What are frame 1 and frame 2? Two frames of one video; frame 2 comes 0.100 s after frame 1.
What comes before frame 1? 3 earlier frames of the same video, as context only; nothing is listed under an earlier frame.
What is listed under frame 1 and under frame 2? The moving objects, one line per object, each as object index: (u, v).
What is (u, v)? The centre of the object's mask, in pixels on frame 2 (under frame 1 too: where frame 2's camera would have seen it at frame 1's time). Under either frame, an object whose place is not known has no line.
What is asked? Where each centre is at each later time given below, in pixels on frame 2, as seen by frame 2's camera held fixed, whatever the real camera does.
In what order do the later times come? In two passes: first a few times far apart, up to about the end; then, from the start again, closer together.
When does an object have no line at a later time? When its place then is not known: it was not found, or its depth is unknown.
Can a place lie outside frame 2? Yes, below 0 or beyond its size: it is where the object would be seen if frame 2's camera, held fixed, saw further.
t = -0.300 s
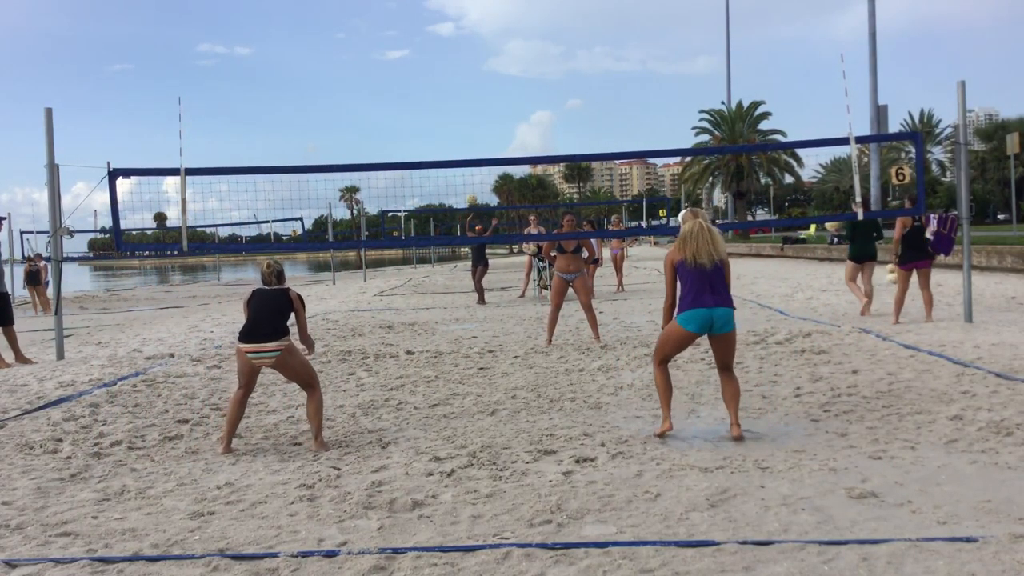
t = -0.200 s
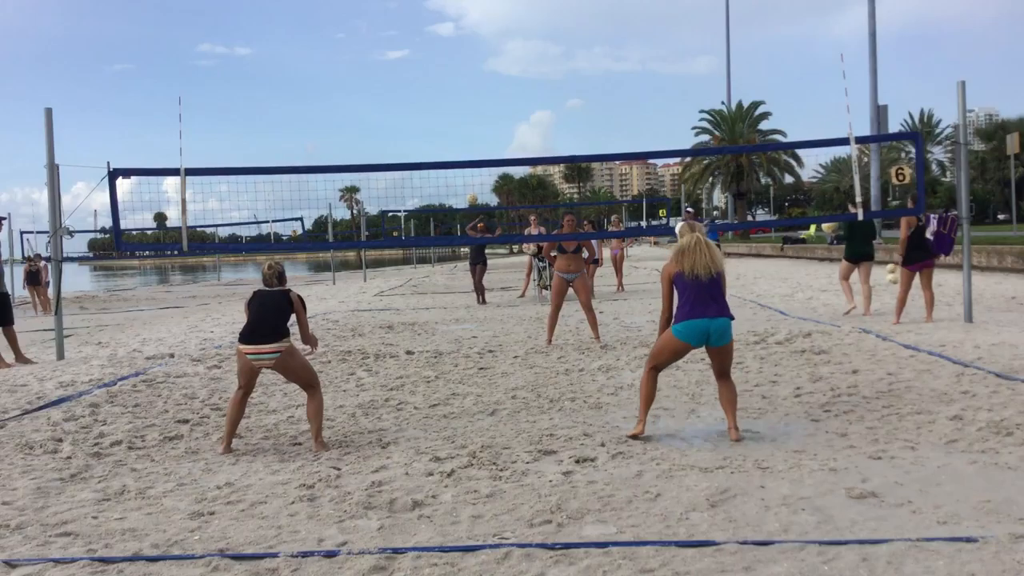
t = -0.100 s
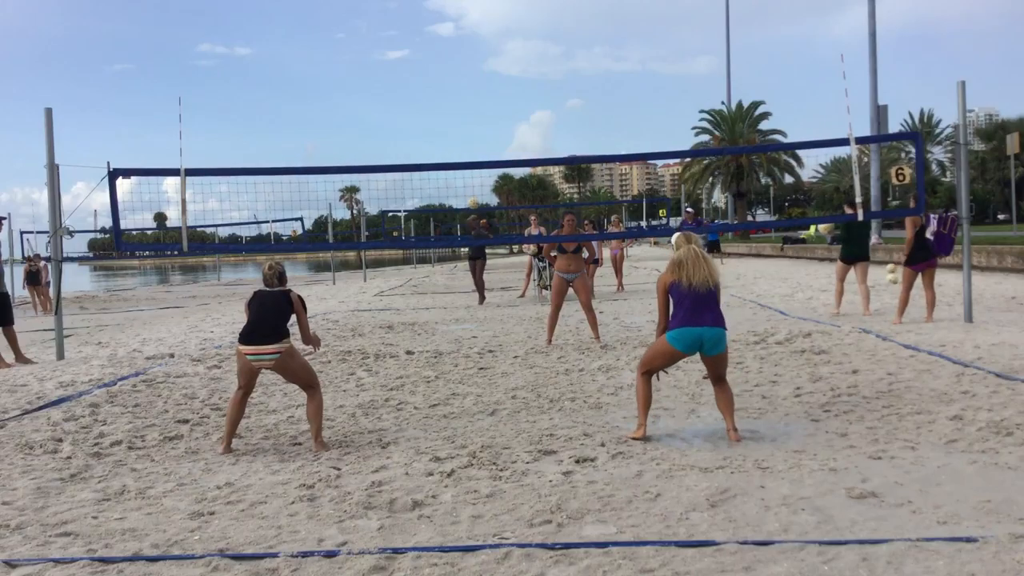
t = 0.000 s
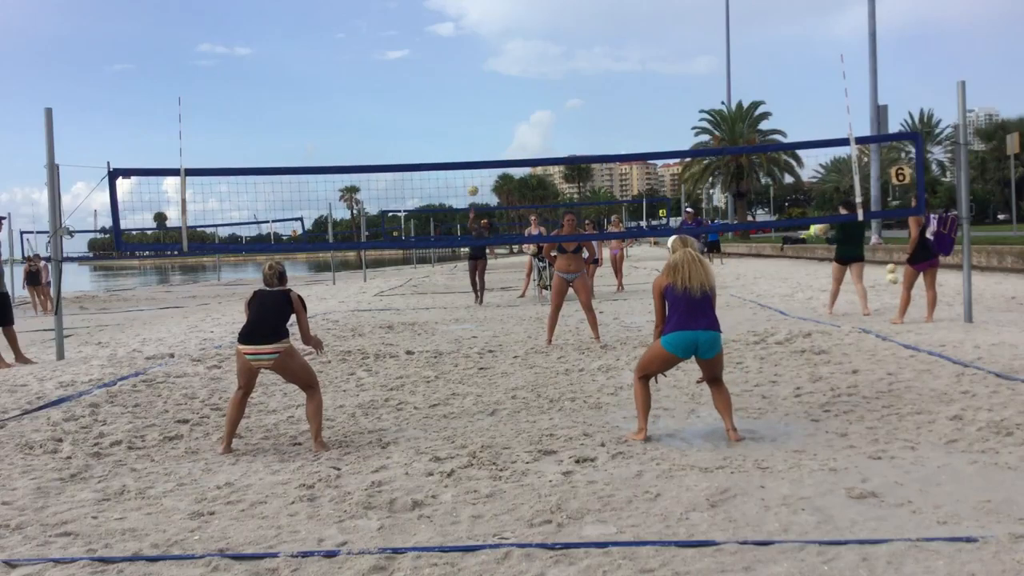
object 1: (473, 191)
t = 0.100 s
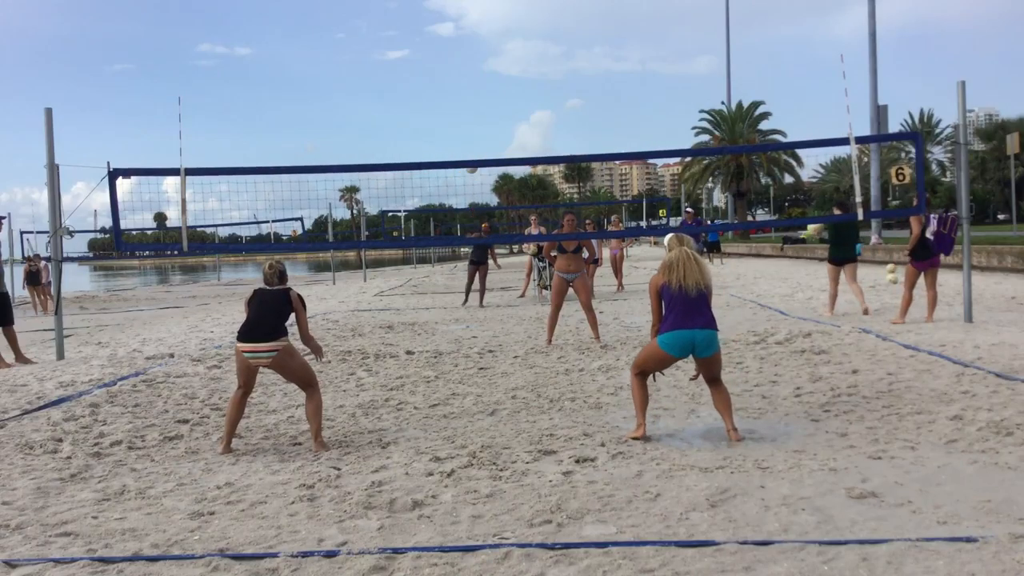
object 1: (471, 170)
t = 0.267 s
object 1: (469, 136)
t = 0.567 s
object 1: (458, 109)
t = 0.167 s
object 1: (470, 153)
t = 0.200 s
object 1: (470, 147)
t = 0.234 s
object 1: (469, 141)
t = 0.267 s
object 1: (469, 136)
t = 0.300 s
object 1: (468, 131)
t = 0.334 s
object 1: (467, 127)
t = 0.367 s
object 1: (466, 123)
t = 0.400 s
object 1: (464, 119)
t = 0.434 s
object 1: (463, 116)
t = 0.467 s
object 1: (462, 113)
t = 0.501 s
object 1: (460, 111)
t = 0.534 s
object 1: (459, 110)
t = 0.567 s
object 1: (458, 109)
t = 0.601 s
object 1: (456, 110)
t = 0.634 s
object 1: (454, 111)
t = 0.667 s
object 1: (453, 114)
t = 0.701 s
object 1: (450, 117)
